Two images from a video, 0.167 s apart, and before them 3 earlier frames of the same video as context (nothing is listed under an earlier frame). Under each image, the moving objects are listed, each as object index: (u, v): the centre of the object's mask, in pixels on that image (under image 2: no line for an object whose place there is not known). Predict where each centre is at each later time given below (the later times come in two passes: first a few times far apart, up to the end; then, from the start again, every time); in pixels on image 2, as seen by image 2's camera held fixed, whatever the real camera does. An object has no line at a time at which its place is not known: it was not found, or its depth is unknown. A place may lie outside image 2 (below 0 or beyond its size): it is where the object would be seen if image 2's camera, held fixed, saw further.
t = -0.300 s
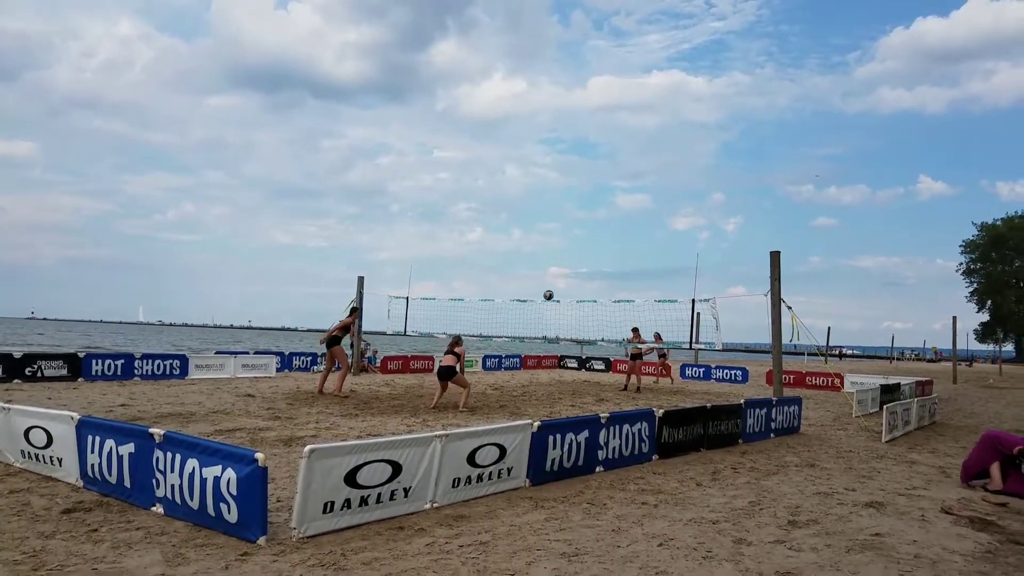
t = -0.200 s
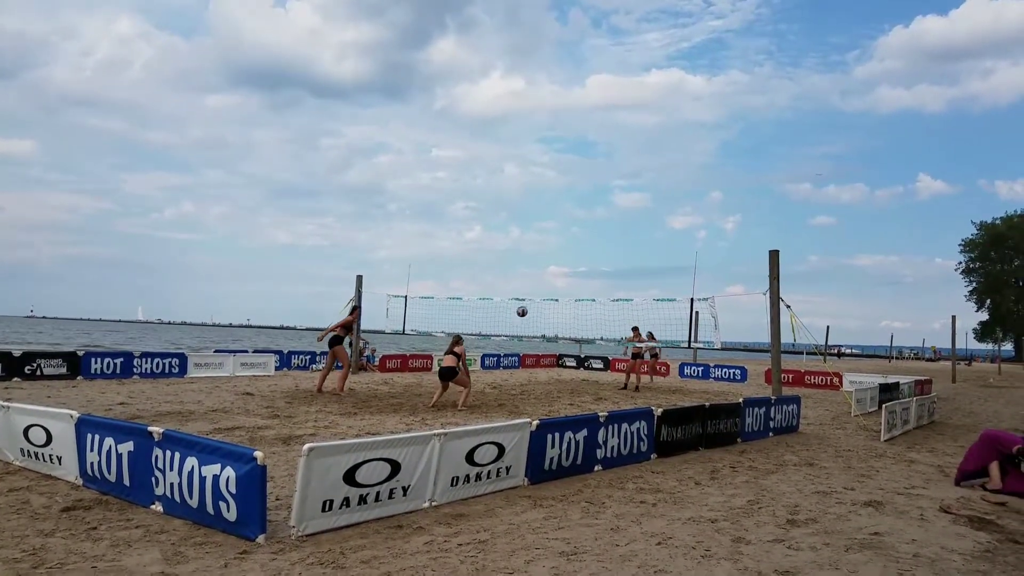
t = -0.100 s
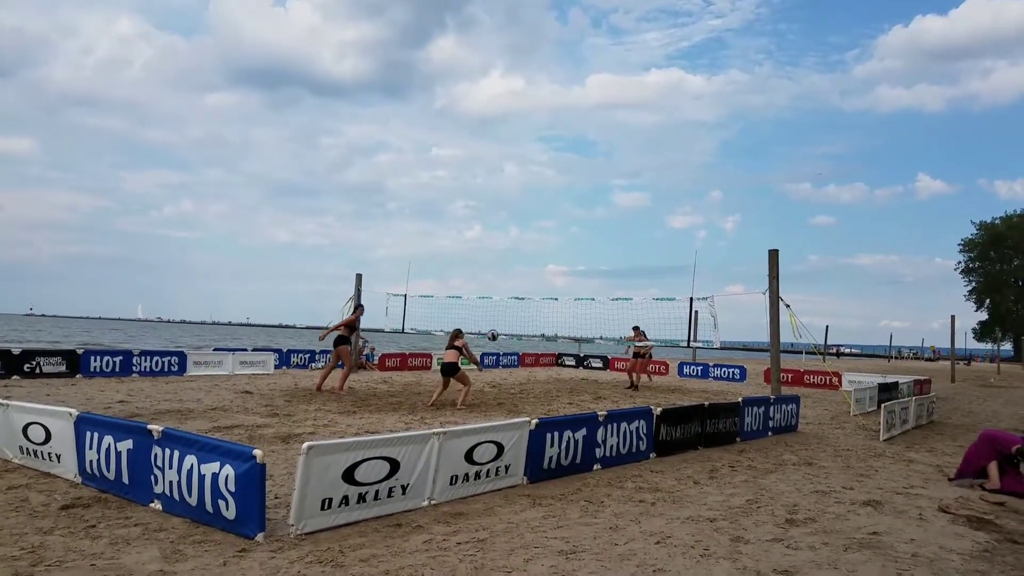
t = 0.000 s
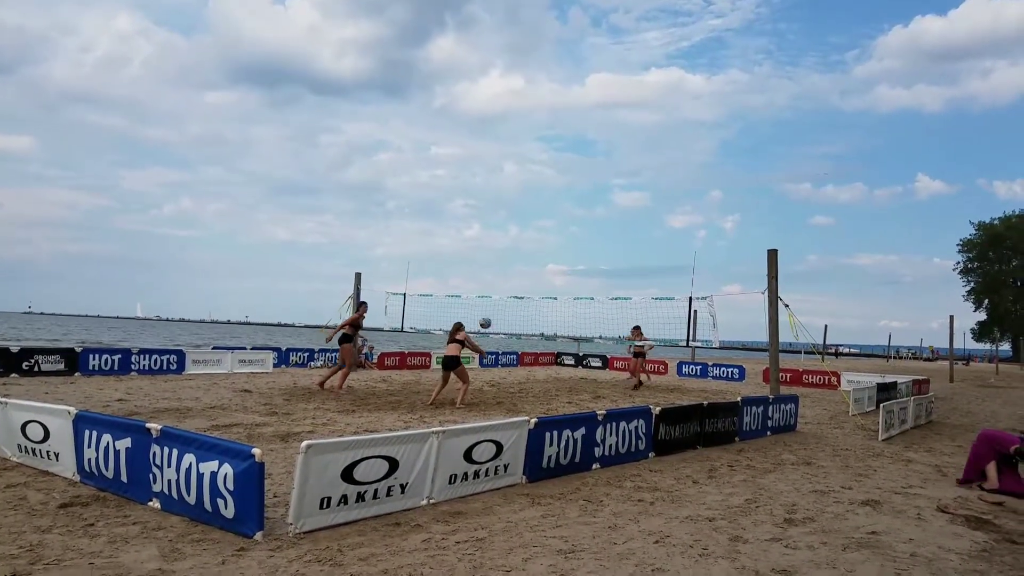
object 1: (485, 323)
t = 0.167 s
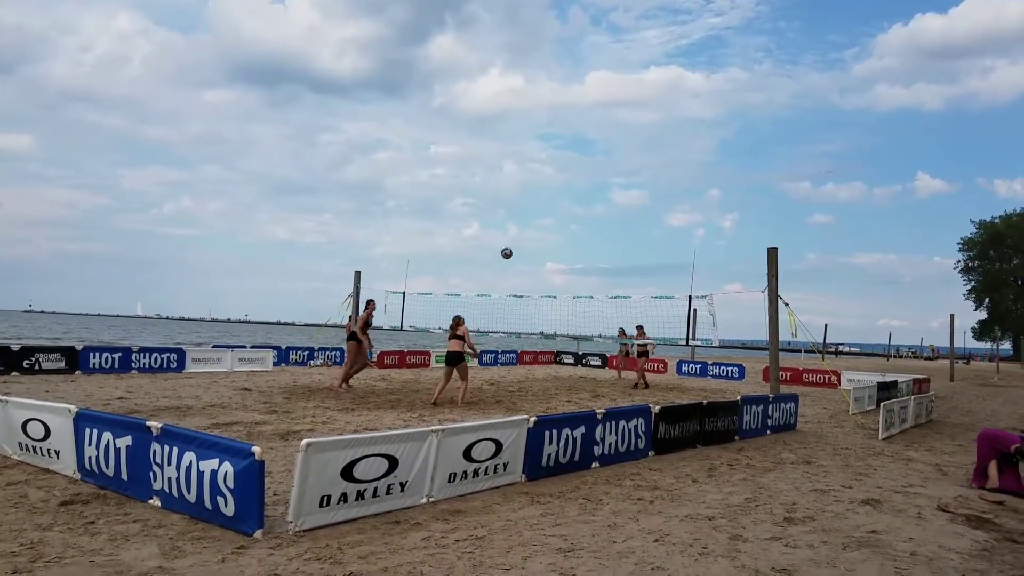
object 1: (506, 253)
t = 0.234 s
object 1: (515, 230)
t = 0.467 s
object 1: (541, 169)
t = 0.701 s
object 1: (564, 135)
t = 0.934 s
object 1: (585, 128)
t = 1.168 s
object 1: (605, 146)
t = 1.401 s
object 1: (623, 190)
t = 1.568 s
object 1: (635, 236)
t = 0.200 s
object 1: (511, 241)
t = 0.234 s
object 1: (515, 230)
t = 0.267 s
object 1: (518, 220)
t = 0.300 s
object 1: (522, 210)
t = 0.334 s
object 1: (526, 200)
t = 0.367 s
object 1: (530, 191)
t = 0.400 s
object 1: (534, 183)
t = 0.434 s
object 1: (537, 175)
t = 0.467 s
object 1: (541, 169)
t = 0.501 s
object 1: (544, 162)
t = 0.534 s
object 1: (548, 156)
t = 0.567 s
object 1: (551, 151)
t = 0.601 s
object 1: (555, 146)
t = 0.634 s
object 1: (558, 142)
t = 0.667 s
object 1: (561, 138)
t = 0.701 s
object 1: (564, 135)
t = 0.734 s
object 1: (567, 132)
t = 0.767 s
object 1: (570, 130)
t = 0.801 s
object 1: (573, 128)
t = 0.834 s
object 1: (576, 127)
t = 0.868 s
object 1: (579, 127)
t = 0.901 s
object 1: (582, 127)
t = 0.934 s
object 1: (585, 128)
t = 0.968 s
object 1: (588, 129)
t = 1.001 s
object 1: (591, 130)
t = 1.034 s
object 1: (594, 132)
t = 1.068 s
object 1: (596, 135)
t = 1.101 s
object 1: (599, 138)
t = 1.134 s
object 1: (602, 142)
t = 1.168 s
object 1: (605, 146)
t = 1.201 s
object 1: (607, 151)
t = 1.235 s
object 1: (610, 156)
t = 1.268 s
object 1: (613, 162)
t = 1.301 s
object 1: (615, 168)
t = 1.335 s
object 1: (618, 175)
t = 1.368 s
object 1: (620, 182)
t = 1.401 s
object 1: (623, 190)
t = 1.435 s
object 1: (625, 198)
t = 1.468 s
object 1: (628, 207)
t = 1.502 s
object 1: (630, 216)
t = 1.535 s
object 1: (633, 226)
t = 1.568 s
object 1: (635, 236)
